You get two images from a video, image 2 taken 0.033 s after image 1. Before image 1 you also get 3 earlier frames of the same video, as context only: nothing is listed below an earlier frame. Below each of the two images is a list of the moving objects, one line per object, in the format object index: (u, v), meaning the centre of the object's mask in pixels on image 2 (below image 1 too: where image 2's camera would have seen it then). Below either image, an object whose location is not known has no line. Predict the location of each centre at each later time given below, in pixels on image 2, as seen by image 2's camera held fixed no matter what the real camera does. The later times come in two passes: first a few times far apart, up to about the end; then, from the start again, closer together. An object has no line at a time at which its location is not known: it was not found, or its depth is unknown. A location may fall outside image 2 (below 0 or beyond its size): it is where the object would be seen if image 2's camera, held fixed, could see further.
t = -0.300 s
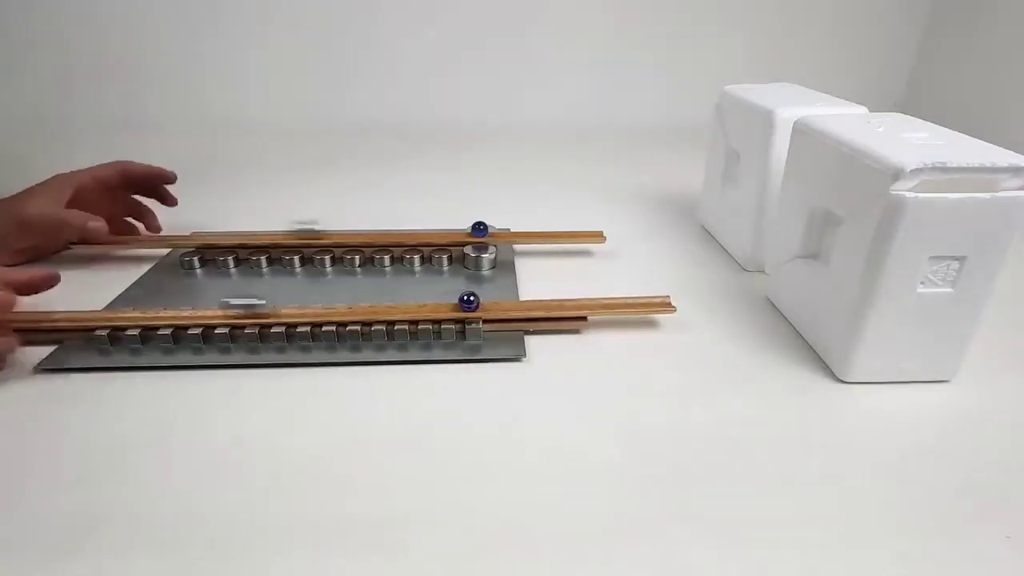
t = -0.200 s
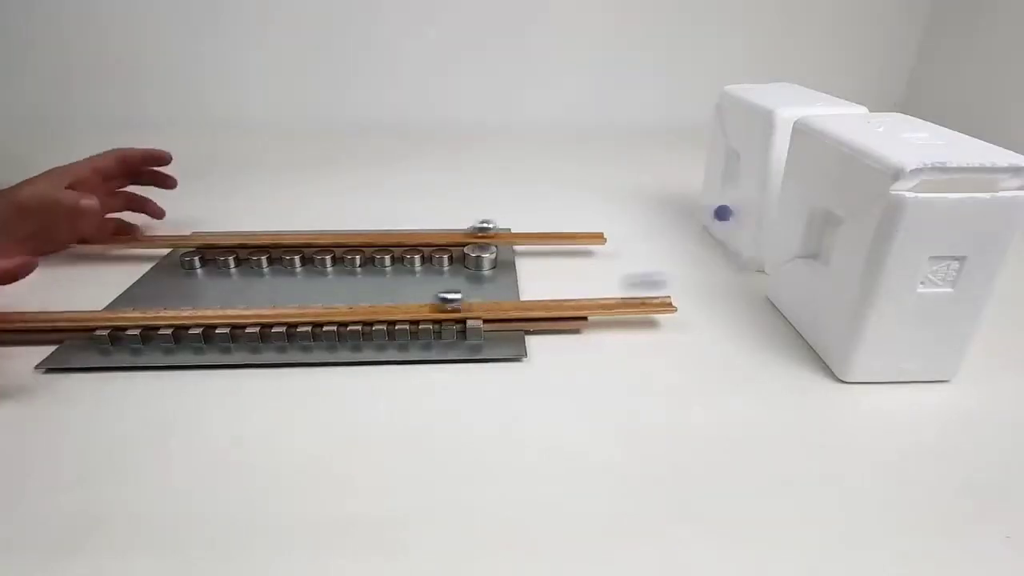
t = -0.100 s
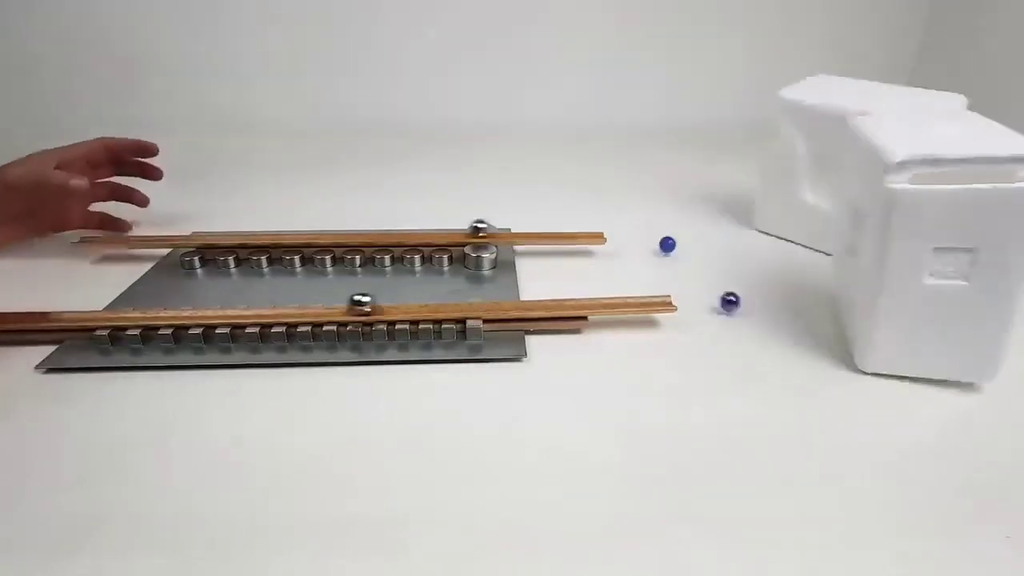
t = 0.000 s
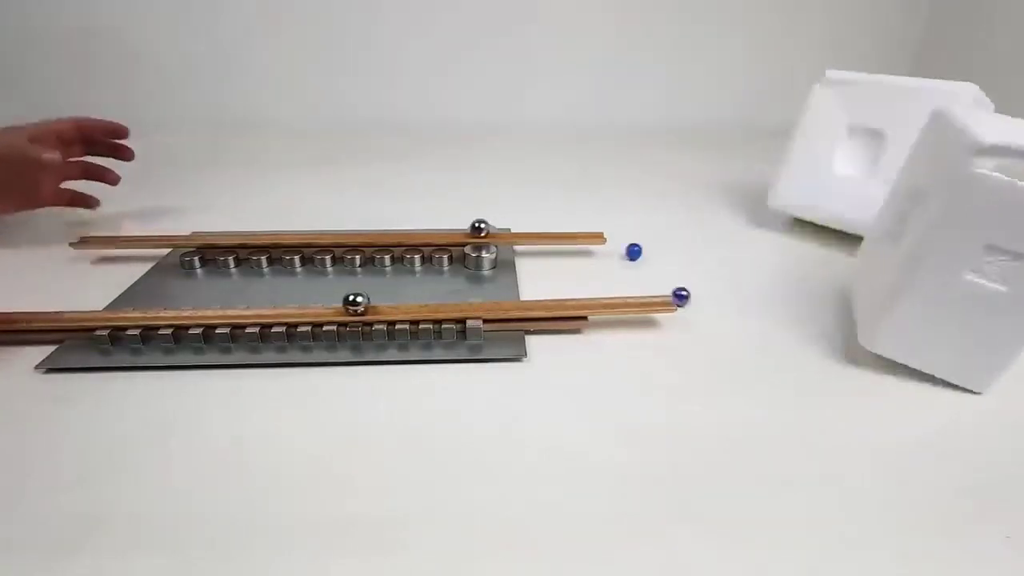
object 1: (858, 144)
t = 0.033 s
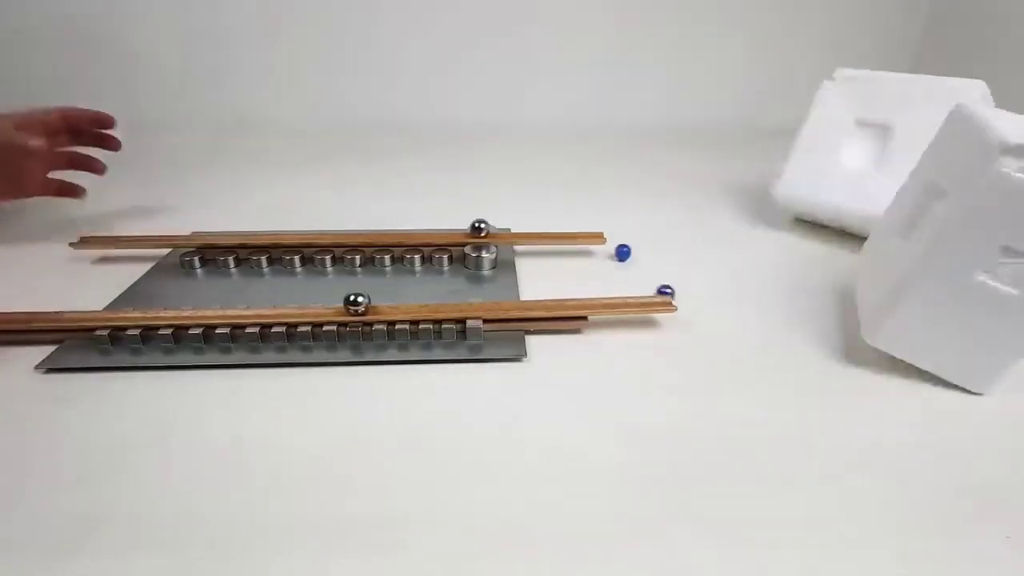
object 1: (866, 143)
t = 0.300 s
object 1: (895, 175)
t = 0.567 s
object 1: (907, 186)
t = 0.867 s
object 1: (907, 186)
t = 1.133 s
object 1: (907, 186)
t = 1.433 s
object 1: (907, 186)
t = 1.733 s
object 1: (907, 186)
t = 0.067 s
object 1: (872, 144)
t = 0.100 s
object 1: (876, 146)
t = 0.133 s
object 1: (881, 152)
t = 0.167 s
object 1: (883, 159)
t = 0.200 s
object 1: (881, 169)
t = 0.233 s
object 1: (880, 177)
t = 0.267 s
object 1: (890, 174)
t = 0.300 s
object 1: (895, 175)
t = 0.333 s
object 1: (899, 179)
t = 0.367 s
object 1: (902, 181)
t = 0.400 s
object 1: (907, 186)
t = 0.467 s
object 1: (907, 186)
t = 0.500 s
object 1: (907, 186)
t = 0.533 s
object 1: (907, 186)
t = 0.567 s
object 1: (907, 186)
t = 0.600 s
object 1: (908, 186)
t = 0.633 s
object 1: (907, 186)
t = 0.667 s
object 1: (907, 186)
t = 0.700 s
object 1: (907, 186)
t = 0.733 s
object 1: (908, 186)
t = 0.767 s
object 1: (907, 186)
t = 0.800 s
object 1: (907, 186)
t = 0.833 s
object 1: (907, 186)
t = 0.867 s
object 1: (907, 186)
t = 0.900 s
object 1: (907, 186)
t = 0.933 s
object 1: (907, 186)
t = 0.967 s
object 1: (907, 186)
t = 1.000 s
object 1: (907, 186)
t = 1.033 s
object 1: (907, 186)
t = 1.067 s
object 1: (907, 186)
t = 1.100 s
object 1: (907, 186)
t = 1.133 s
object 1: (907, 186)
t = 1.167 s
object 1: (907, 186)
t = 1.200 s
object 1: (907, 186)
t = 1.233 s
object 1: (907, 186)
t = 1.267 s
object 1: (907, 186)
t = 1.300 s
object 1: (907, 186)
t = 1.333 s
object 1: (907, 186)
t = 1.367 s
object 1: (907, 186)
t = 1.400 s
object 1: (907, 186)
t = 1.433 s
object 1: (907, 186)
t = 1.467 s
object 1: (907, 186)
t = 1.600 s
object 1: (907, 186)
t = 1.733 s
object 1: (907, 186)
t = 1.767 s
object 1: (907, 186)
